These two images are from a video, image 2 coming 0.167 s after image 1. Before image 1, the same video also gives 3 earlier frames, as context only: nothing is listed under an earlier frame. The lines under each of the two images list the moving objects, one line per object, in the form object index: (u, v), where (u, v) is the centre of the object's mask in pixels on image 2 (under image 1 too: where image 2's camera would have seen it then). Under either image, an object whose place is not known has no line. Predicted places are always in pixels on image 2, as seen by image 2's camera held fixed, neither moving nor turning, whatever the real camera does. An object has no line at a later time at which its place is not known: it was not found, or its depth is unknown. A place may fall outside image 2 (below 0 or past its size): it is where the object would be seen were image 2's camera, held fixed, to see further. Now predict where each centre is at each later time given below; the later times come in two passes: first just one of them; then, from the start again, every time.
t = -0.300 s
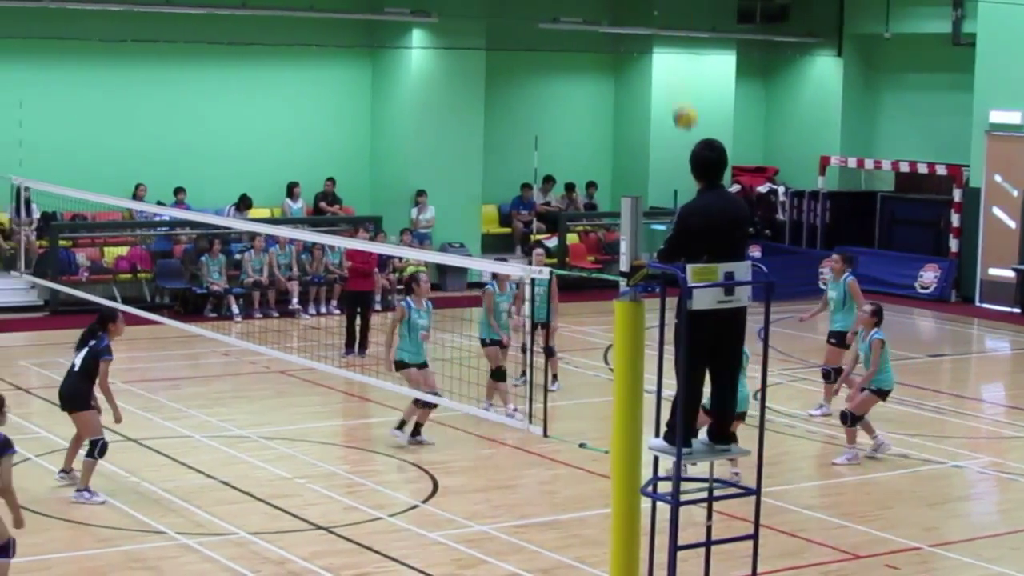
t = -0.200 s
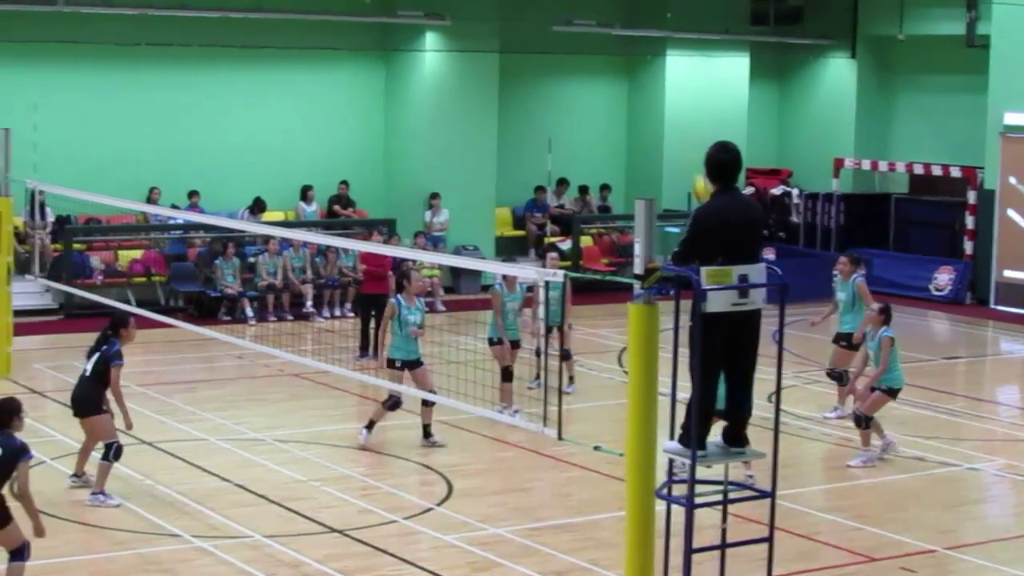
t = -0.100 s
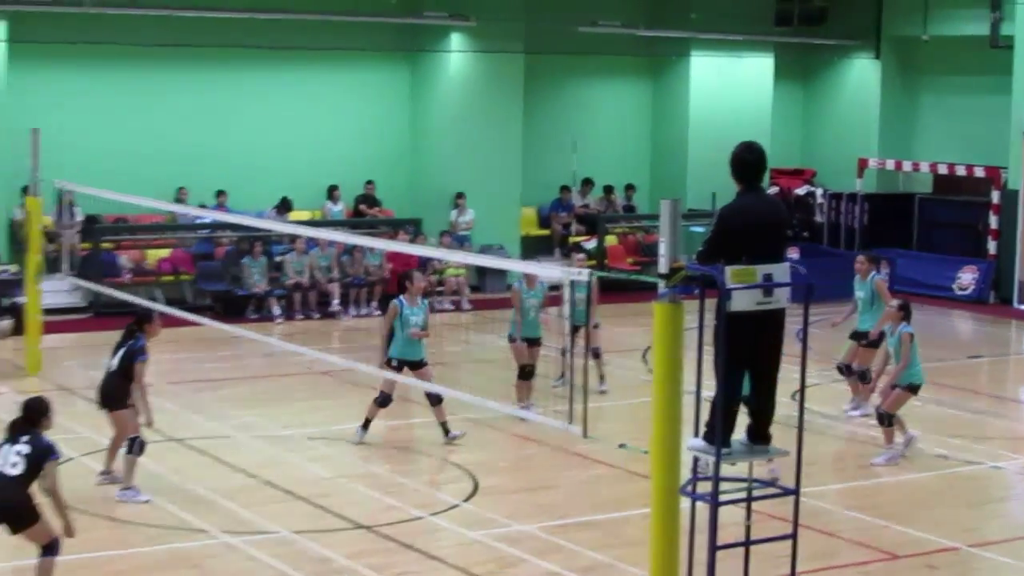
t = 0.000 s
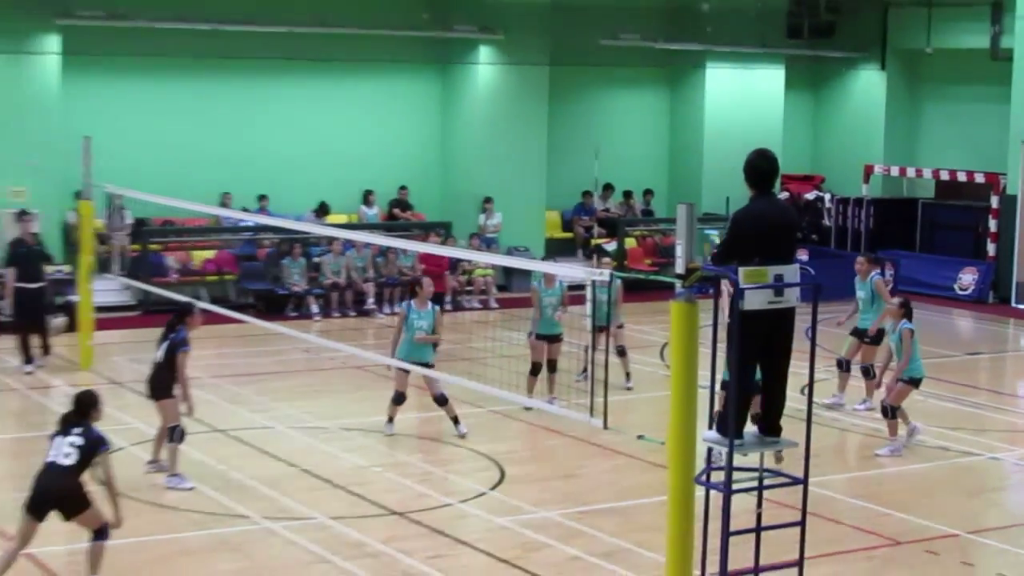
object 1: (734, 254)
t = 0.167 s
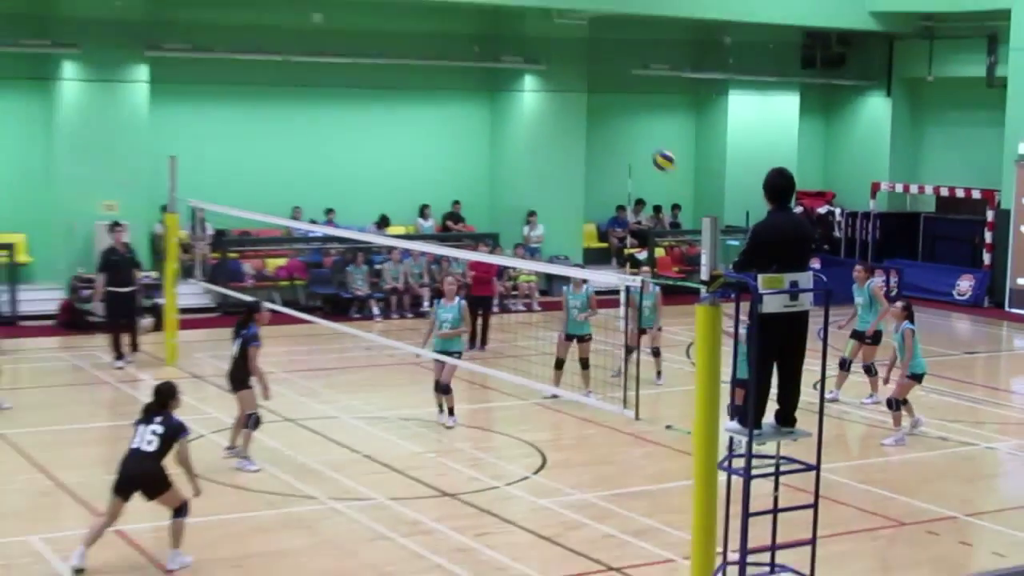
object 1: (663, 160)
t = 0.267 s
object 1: (616, 111)
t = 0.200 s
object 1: (647, 143)
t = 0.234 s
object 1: (630, 128)
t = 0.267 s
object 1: (616, 111)
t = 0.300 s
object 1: (599, 98)
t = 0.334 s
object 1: (581, 86)
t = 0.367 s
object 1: (566, 75)
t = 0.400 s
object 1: (547, 64)
